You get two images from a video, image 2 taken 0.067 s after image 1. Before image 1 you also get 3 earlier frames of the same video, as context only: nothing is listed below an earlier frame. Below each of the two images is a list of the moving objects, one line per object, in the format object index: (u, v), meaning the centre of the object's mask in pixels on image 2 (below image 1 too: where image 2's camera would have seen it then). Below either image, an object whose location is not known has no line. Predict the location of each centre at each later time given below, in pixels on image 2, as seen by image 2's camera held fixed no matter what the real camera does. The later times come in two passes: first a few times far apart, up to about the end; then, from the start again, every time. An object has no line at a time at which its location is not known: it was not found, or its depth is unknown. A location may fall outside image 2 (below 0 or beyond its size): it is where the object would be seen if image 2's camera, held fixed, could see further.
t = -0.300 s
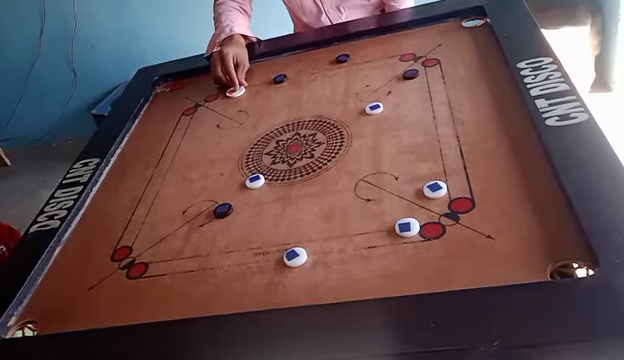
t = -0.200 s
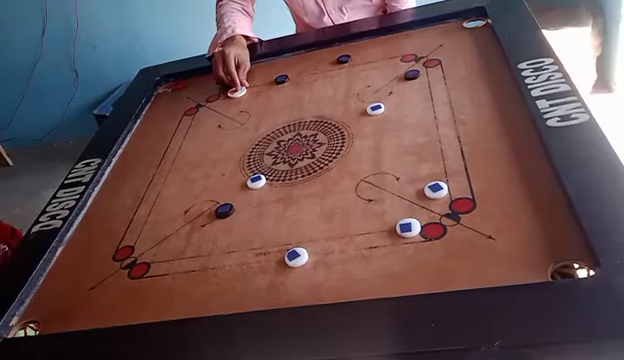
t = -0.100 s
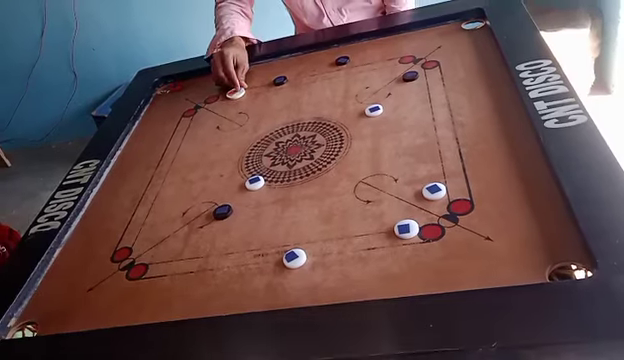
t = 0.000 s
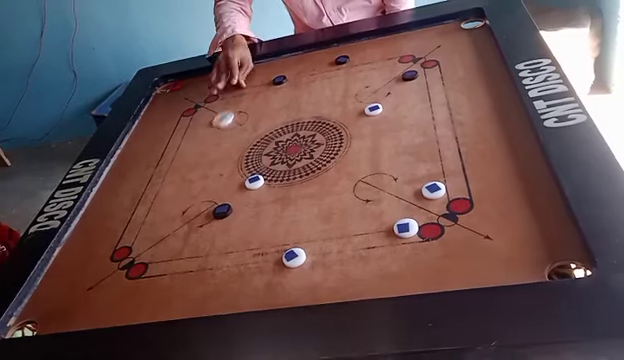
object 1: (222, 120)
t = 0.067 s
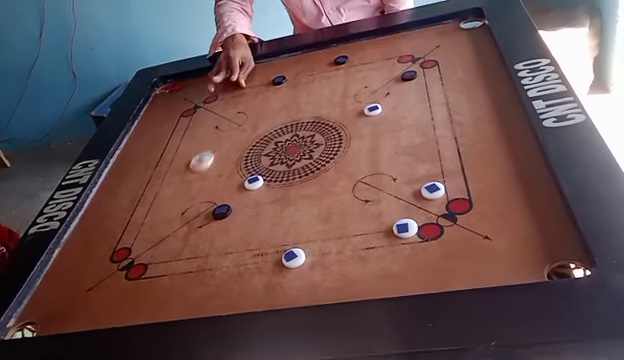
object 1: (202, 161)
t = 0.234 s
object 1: (125, 309)
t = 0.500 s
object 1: (168, 166)
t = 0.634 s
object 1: (183, 115)
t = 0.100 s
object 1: (190, 184)
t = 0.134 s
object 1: (177, 210)
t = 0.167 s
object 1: (161, 240)
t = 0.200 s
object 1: (144, 272)
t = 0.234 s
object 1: (125, 309)
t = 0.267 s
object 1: (123, 305)
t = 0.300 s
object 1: (131, 280)
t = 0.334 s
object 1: (139, 257)
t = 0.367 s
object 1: (146, 235)
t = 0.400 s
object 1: (152, 216)
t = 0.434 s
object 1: (158, 198)
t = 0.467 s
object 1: (163, 181)
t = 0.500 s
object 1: (168, 166)
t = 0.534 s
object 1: (172, 151)
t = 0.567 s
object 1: (176, 138)
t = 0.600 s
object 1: (180, 126)
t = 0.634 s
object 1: (183, 115)
